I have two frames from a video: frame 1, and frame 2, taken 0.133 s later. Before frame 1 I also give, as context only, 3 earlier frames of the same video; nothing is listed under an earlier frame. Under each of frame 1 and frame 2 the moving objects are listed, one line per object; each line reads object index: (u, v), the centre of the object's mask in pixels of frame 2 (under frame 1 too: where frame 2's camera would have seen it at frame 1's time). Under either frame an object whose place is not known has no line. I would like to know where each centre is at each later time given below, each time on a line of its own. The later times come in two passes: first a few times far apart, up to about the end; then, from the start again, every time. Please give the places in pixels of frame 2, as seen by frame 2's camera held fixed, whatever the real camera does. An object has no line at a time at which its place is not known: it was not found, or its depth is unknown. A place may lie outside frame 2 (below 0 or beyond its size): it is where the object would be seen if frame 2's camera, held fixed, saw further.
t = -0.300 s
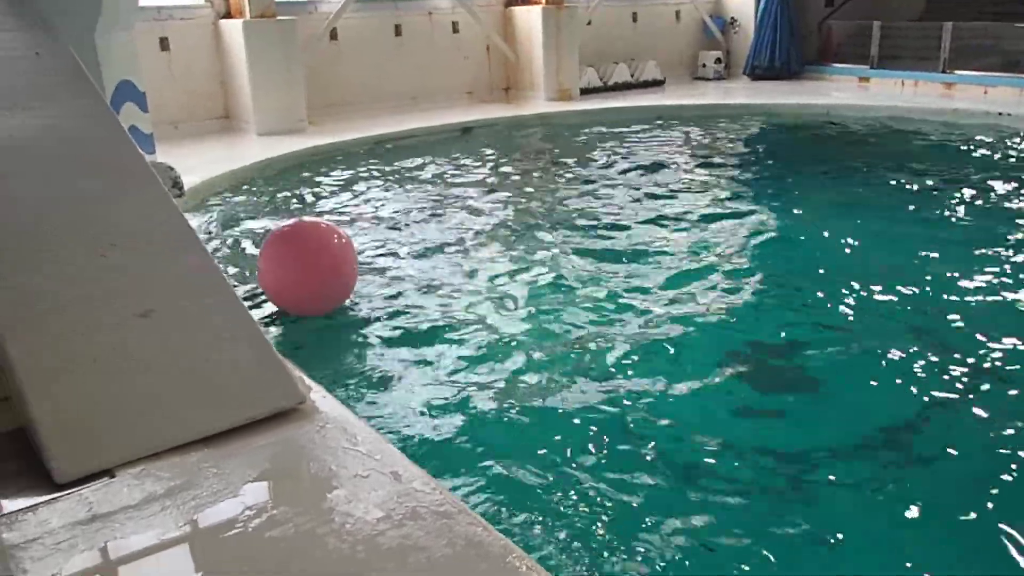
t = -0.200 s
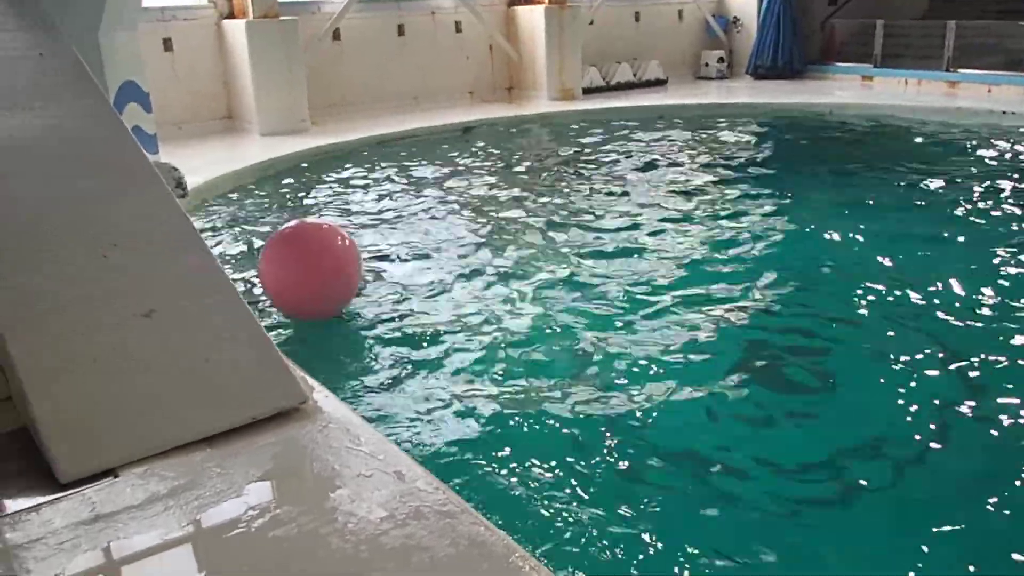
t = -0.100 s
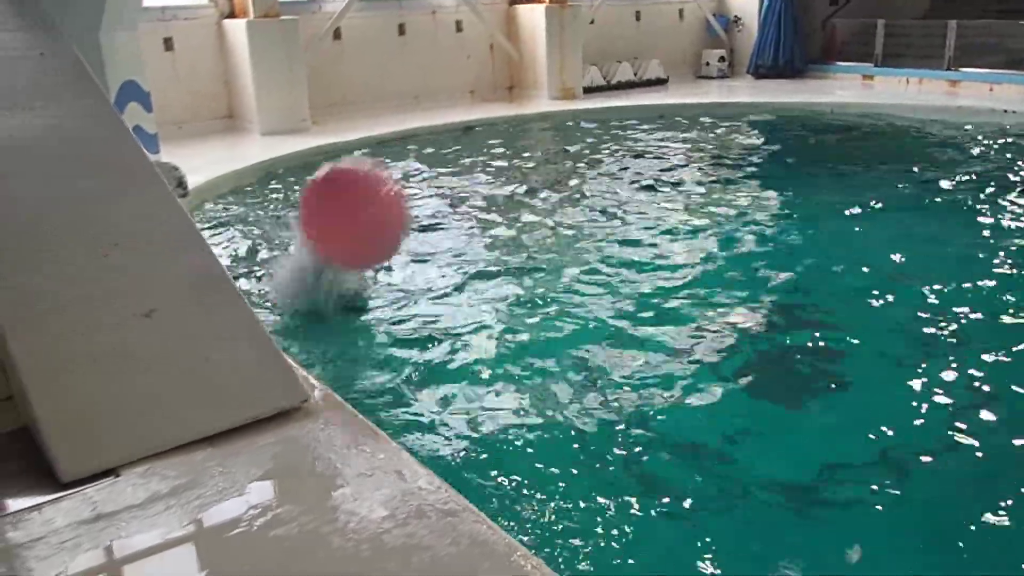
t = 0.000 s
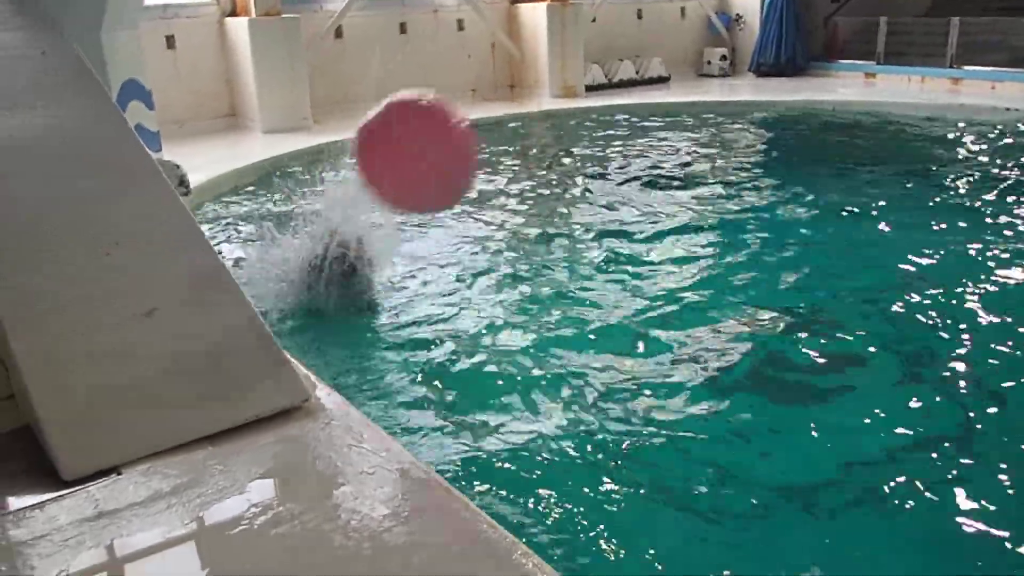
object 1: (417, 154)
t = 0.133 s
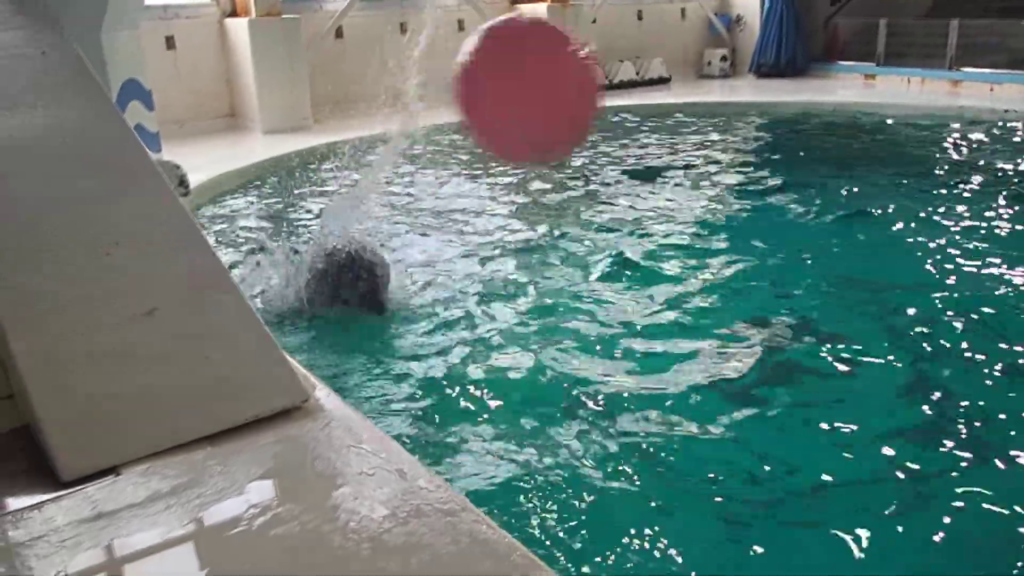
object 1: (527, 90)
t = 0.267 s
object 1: (685, 64)
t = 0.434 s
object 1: (981, 94)
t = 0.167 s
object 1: (561, 77)
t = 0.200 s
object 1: (599, 72)
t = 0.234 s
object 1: (641, 67)
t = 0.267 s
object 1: (685, 64)
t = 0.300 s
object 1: (736, 63)
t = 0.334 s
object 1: (792, 64)
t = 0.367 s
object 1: (852, 71)
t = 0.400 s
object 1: (915, 79)
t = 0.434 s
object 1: (981, 94)
